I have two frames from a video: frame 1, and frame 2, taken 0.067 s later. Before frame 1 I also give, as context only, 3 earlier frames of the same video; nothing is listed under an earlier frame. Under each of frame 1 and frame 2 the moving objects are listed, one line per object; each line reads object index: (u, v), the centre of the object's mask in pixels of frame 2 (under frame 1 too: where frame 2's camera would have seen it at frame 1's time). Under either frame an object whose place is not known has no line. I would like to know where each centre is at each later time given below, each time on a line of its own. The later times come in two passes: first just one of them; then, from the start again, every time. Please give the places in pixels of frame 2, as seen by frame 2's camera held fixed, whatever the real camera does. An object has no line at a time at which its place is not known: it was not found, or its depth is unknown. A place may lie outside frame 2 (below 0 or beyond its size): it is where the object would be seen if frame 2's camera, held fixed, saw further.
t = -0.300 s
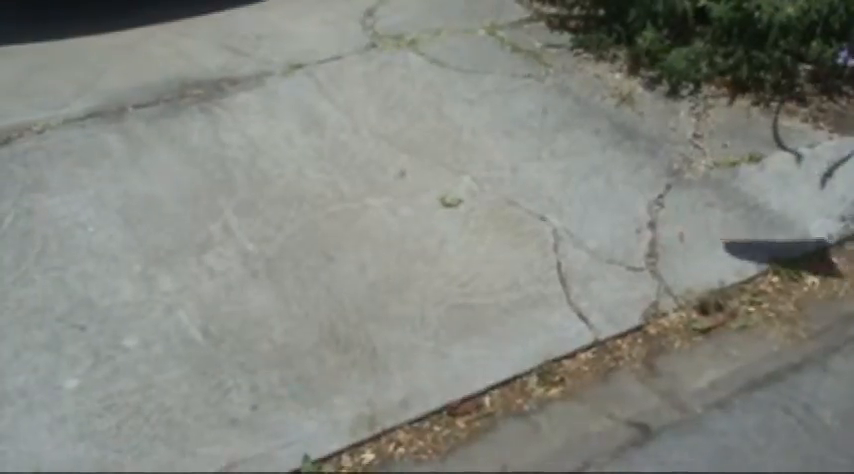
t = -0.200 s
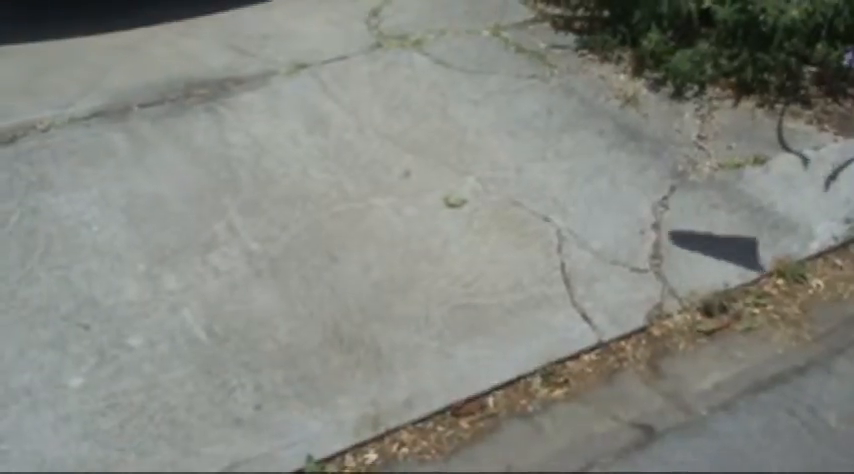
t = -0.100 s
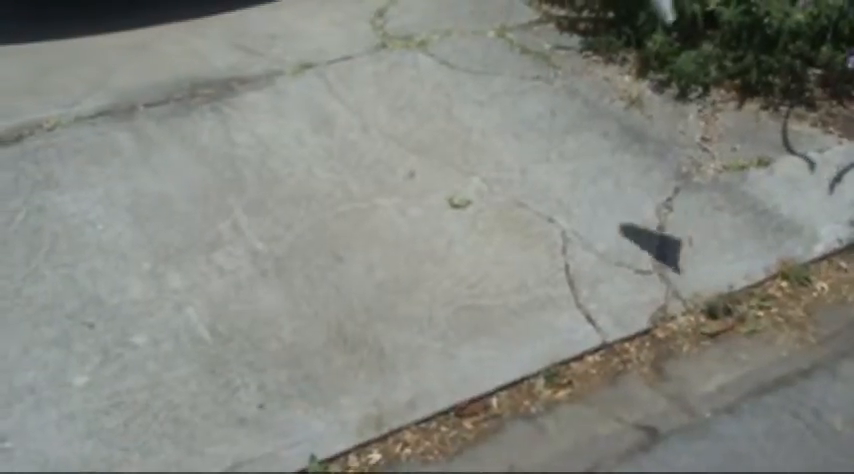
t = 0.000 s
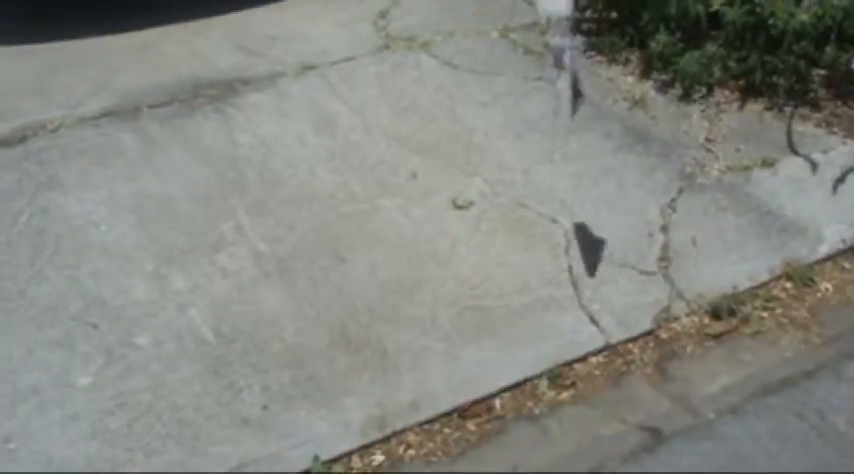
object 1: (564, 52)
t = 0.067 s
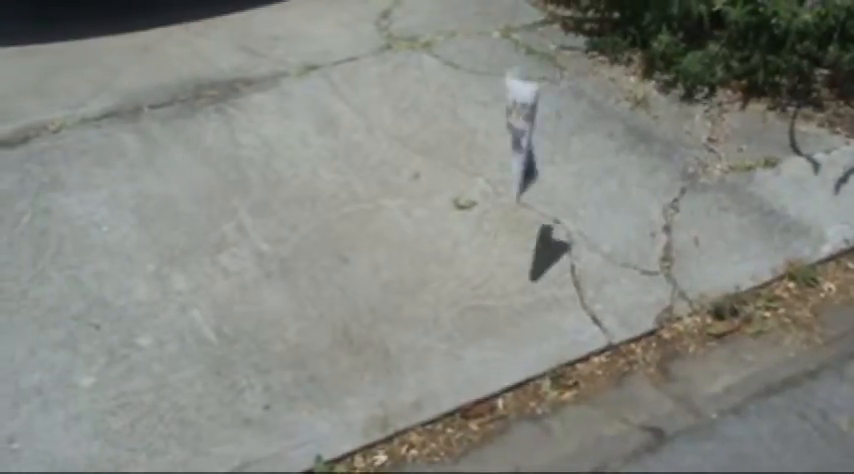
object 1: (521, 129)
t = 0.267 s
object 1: (459, 190)
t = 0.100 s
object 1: (504, 172)
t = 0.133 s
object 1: (487, 216)
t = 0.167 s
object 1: (479, 220)
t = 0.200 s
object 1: (471, 197)
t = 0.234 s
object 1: (466, 192)
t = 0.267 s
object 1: (459, 190)
